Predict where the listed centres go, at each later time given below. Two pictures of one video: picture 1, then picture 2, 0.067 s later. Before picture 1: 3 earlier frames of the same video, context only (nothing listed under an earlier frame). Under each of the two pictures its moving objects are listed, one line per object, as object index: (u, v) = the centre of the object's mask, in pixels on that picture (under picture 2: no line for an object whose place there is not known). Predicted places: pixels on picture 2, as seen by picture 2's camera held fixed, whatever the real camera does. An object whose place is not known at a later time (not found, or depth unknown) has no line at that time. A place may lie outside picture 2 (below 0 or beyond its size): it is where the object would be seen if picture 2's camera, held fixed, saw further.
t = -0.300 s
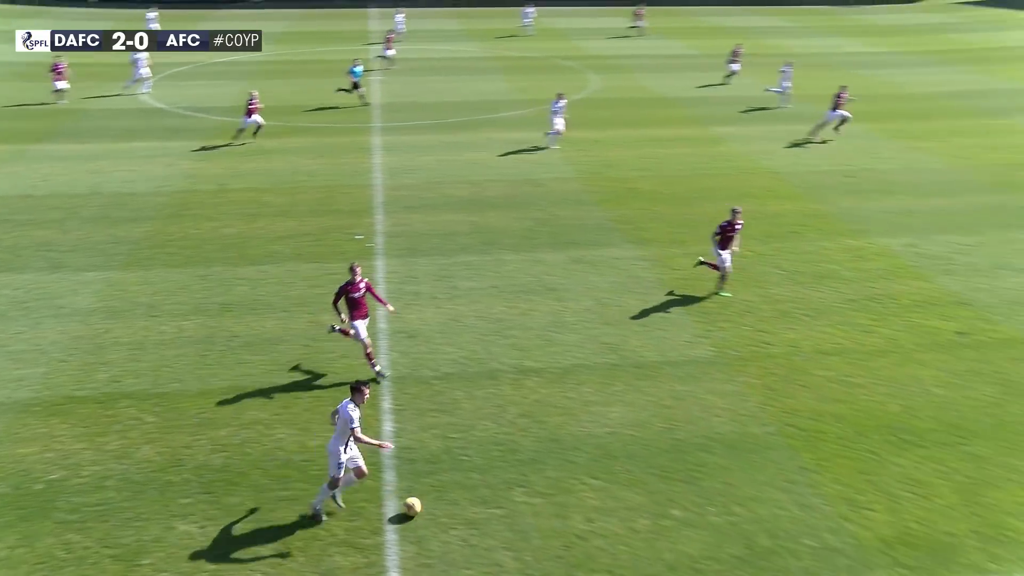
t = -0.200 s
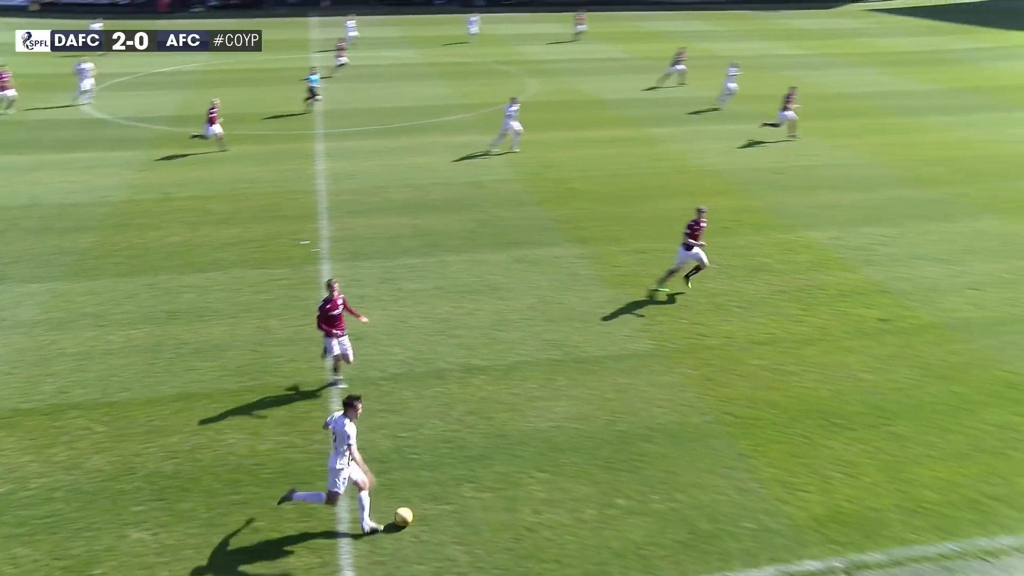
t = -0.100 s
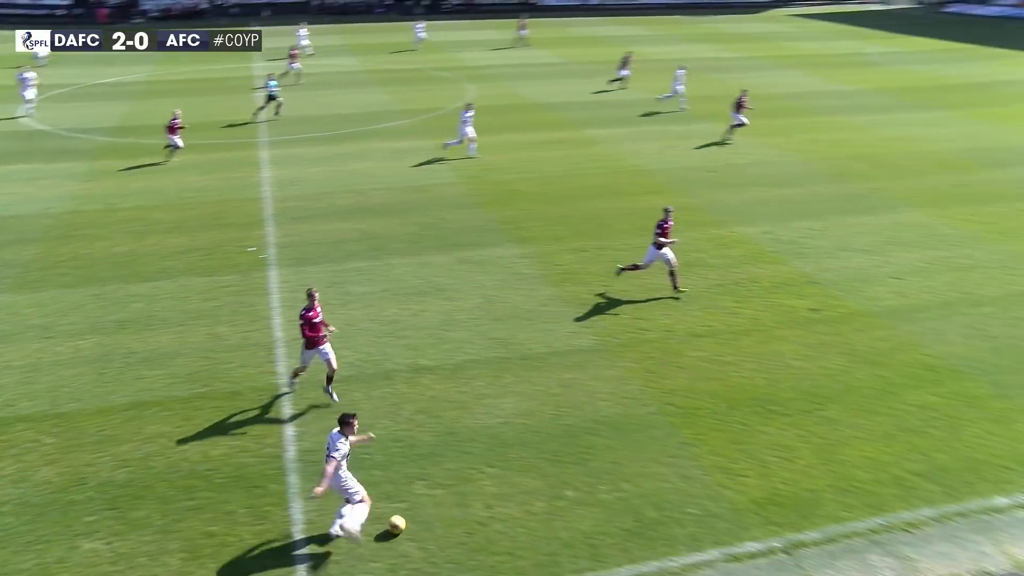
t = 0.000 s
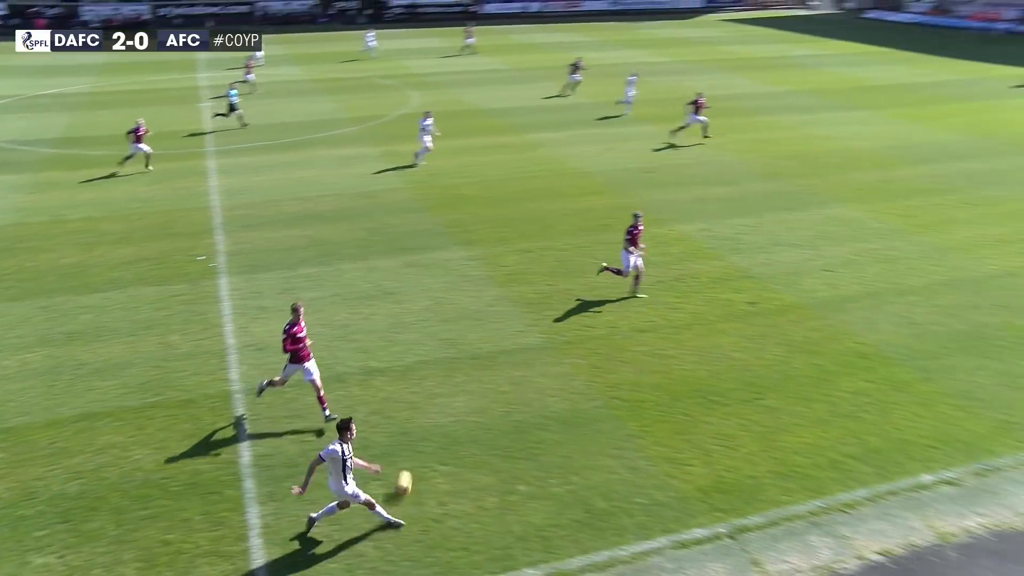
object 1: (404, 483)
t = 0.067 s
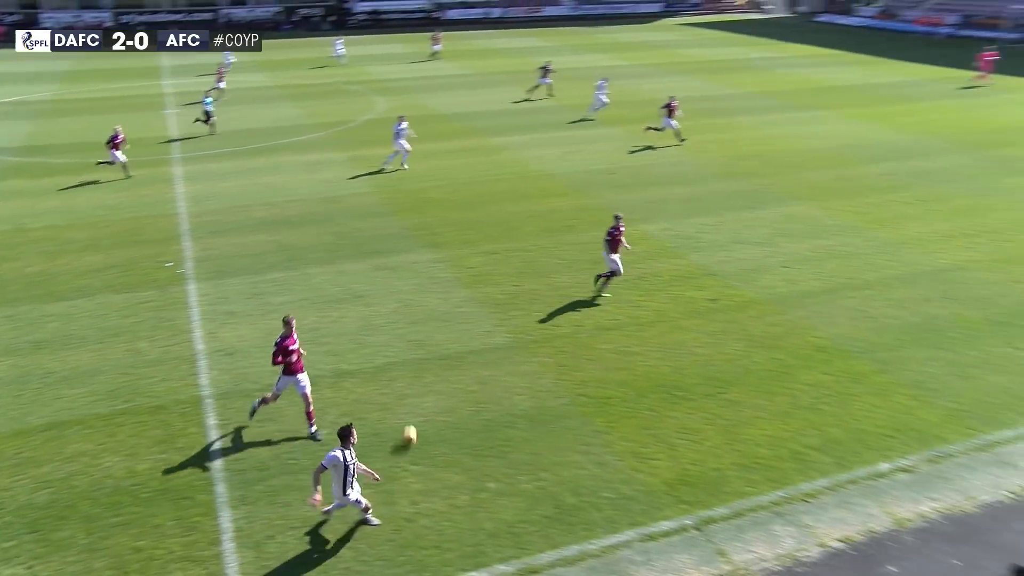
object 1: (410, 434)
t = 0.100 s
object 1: (424, 416)
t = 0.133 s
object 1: (438, 398)
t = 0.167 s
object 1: (449, 380)
